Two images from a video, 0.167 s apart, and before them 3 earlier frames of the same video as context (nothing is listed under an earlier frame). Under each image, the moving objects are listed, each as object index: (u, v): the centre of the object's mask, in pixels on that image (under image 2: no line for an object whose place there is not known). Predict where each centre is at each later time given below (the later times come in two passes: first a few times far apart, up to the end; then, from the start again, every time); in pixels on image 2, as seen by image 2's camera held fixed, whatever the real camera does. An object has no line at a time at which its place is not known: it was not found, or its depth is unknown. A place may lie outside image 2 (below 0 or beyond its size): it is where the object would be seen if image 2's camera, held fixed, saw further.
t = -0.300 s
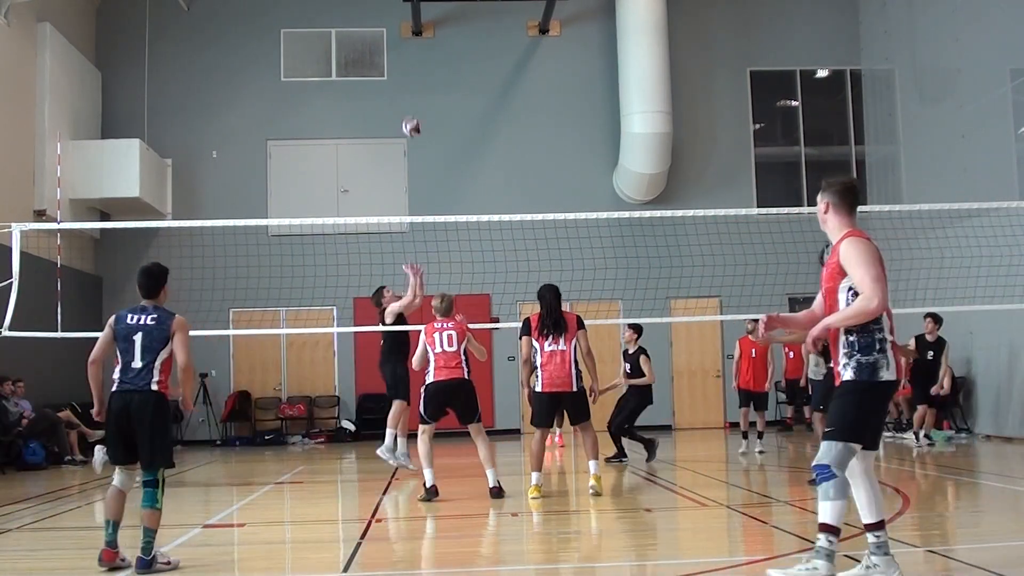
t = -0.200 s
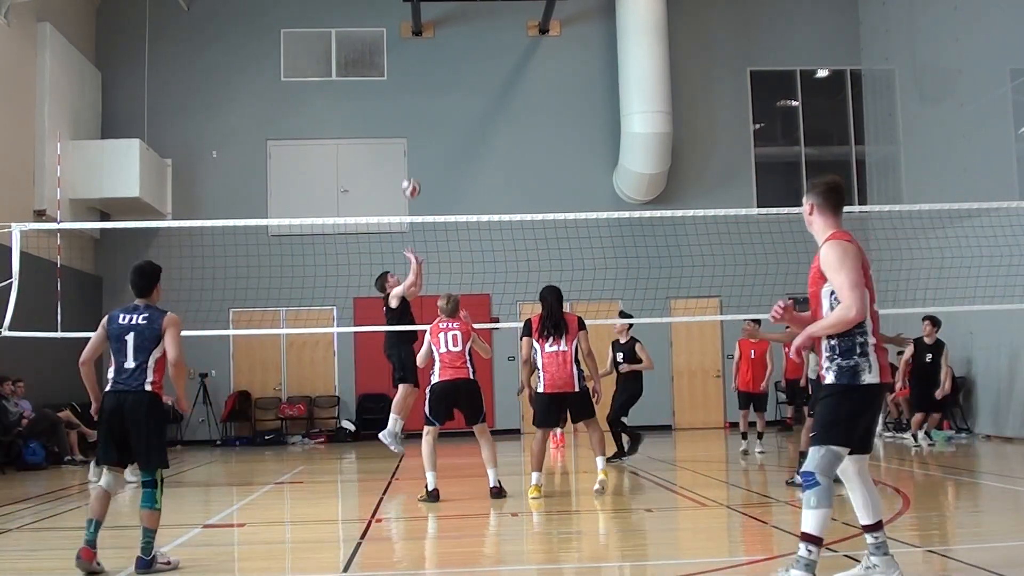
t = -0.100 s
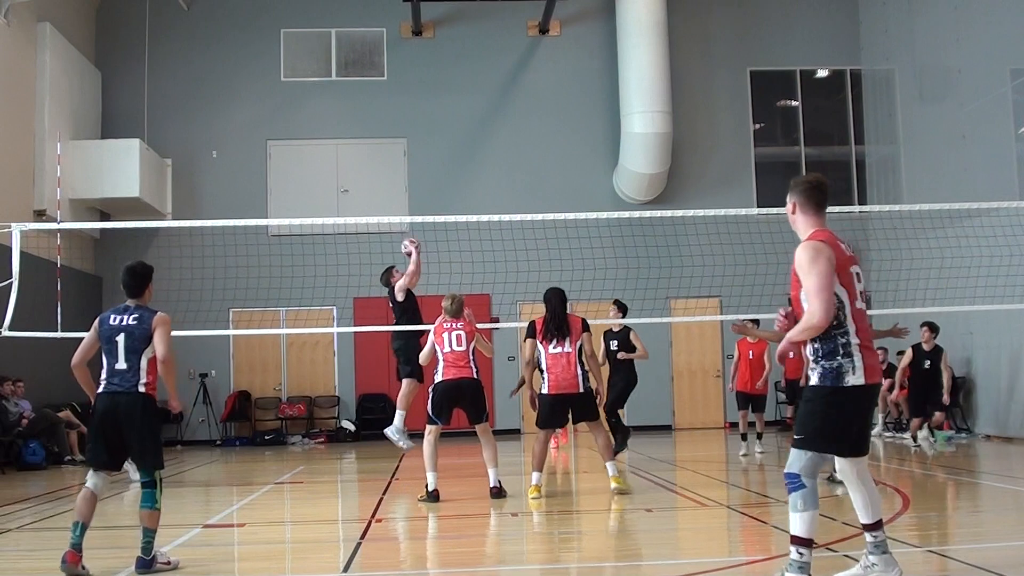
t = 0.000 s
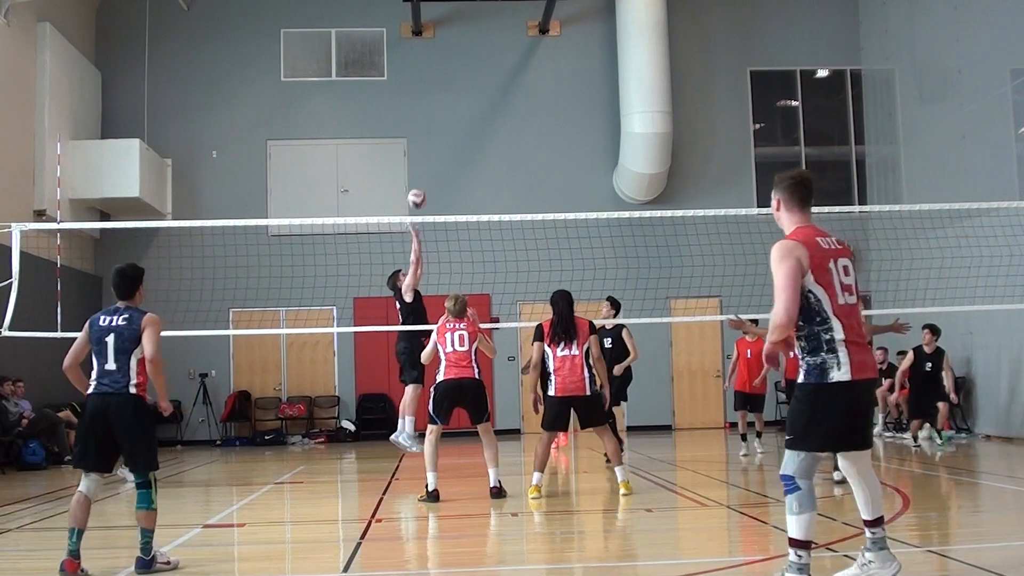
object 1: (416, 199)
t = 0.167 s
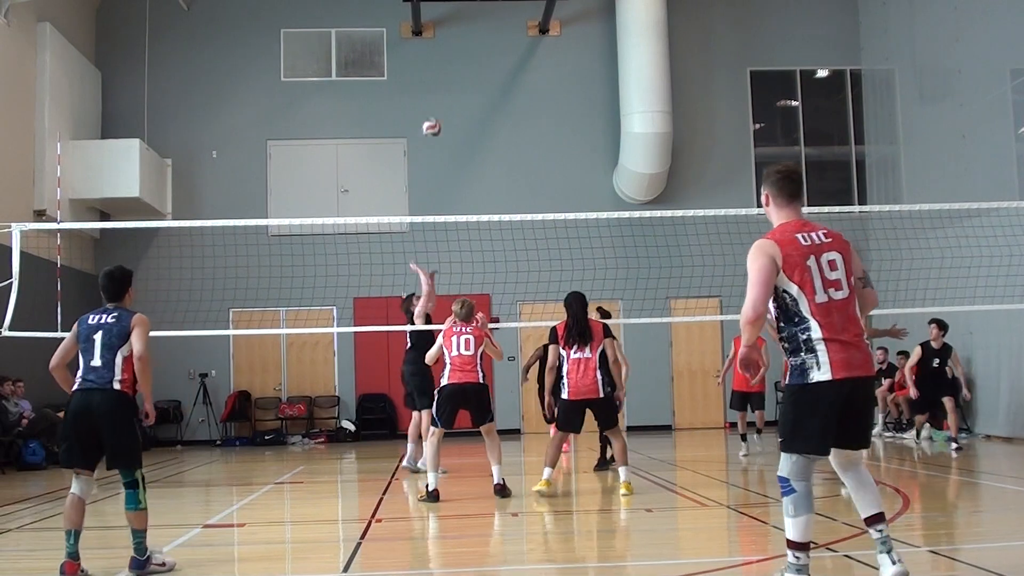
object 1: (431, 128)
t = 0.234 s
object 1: (436, 106)
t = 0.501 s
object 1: (459, 58)
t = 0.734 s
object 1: (480, 66)
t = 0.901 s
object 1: (496, 101)
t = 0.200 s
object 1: (434, 116)
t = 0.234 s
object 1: (436, 106)
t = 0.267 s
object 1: (439, 96)
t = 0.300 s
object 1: (442, 88)
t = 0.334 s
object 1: (445, 81)
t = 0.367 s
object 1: (447, 75)
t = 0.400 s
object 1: (450, 69)
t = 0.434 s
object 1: (453, 65)
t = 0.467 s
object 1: (456, 61)
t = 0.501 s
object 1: (459, 58)
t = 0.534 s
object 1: (462, 56)
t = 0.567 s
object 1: (465, 56)
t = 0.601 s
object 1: (467, 55)
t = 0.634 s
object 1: (471, 57)
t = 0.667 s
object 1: (473, 59)
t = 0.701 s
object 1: (477, 62)
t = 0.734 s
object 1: (480, 66)
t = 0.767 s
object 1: (483, 71)
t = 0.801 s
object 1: (486, 77)
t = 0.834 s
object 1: (490, 84)
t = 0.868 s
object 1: (492, 92)
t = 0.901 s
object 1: (496, 101)
